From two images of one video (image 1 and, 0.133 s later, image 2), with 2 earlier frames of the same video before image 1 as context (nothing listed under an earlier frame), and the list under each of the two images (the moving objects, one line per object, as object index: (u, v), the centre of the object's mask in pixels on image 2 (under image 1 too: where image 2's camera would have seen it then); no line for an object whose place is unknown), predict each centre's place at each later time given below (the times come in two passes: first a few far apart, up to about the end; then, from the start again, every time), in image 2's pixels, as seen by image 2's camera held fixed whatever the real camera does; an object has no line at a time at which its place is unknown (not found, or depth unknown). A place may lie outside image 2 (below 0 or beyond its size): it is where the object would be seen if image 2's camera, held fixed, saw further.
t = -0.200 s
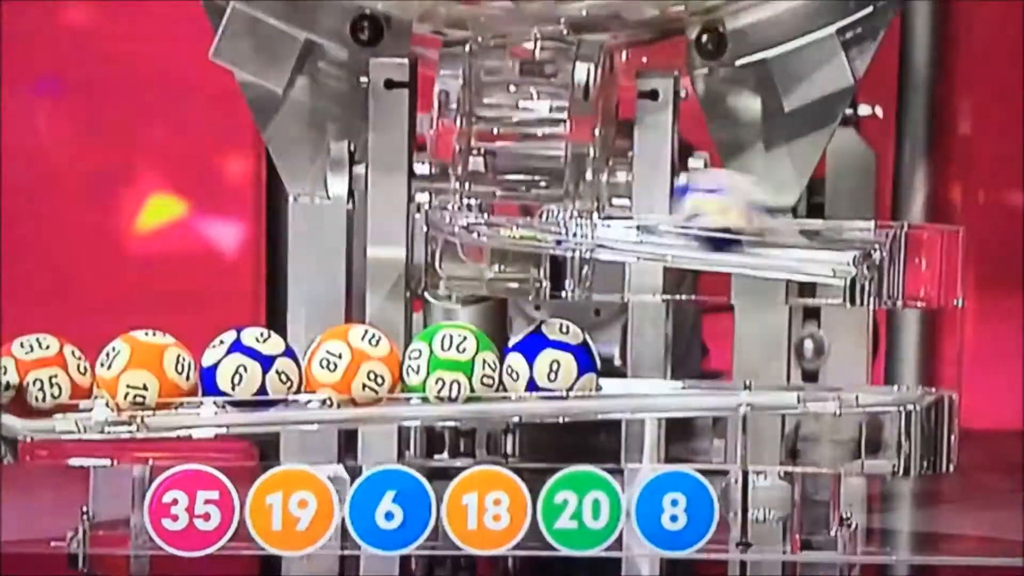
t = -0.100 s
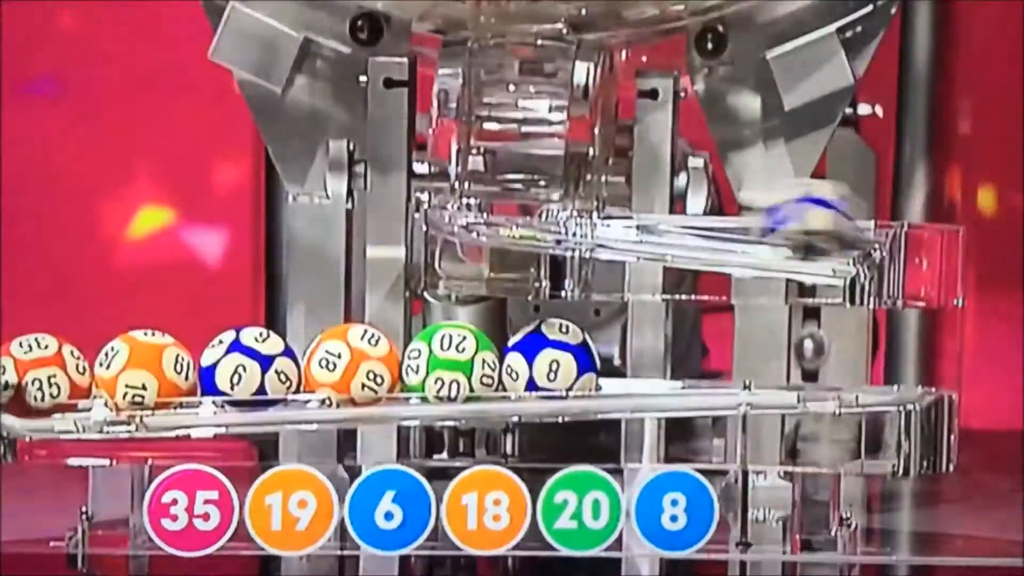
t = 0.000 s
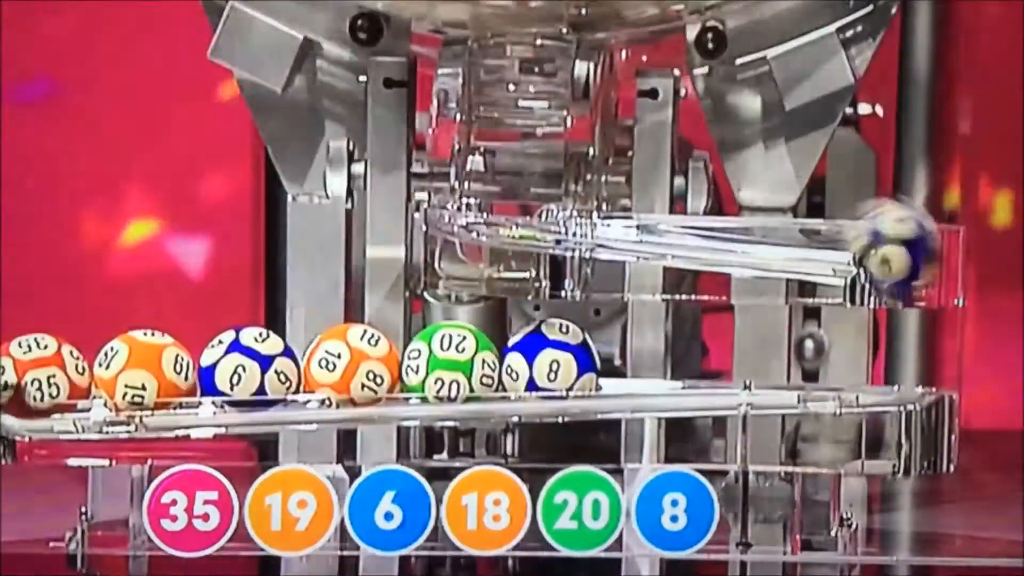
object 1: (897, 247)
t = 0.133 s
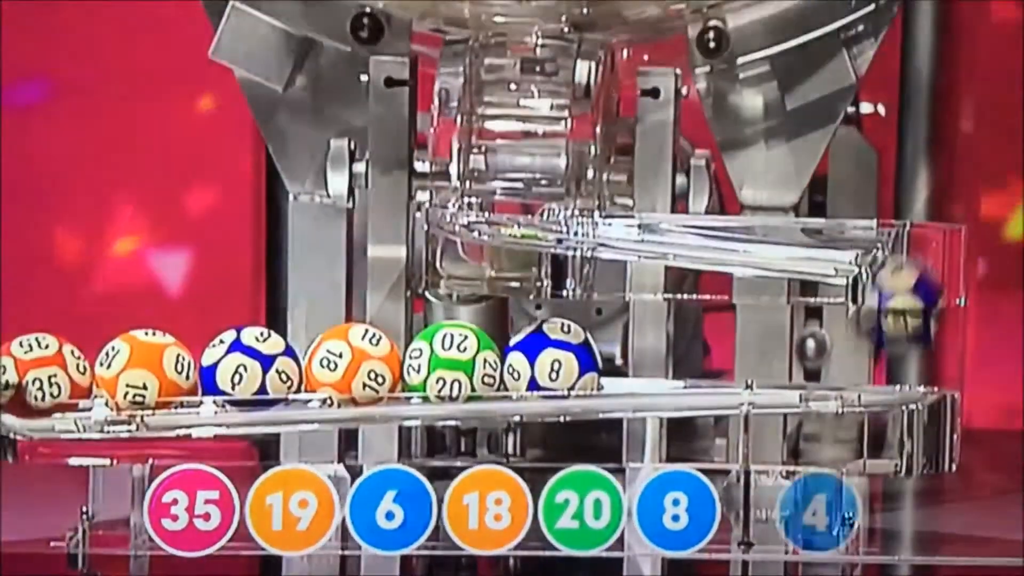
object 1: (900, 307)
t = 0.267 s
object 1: (894, 346)
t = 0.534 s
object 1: (881, 354)
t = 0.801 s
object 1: (840, 354)
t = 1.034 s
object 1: (801, 355)
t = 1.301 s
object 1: (801, 355)
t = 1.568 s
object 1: (800, 355)
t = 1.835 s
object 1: (797, 355)
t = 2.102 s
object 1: (797, 355)
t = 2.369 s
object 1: (797, 355)
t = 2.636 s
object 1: (797, 355)
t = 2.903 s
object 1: (797, 355)
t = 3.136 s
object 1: (797, 355)
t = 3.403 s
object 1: (797, 355)
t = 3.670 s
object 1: (797, 355)
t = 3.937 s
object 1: (798, 355)
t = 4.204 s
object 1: (797, 355)
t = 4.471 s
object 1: (797, 355)
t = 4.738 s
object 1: (797, 355)
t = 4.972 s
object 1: (797, 355)
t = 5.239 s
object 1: (797, 355)
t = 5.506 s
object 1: (797, 355)
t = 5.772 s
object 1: (797, 355)
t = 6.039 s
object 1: (797, 355)
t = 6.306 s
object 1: (797, 355)
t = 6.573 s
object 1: (797, 355)
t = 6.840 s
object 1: (797, 355)
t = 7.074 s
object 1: (797, 355)
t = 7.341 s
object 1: (797, 355)
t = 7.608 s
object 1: (797, 355)
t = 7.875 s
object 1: (797, 355)
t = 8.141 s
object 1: (797, 355)
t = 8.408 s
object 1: (797, 355)
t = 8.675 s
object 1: (797, 355)
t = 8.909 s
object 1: (797, 355)
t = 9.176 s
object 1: (797, 355)
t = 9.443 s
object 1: (797, 355)
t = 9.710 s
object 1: (797, 355)
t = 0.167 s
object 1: (890, 346)
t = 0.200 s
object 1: (886, 347)
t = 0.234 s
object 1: (891, 351)
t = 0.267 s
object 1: (894, 346)
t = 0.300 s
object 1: (895, 344)
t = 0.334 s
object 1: (894, 350)
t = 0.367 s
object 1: (893, 350)
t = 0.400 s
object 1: (893, 351)
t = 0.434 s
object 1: (891, 353)
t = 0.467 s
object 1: (887, 352)
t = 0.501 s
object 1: (885, 354)
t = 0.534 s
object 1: (881, 354)
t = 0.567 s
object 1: (877, 354)
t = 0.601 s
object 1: (874, 354)
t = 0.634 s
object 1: (869, 354)
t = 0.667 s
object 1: (865, 354)
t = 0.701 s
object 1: (859, 355)
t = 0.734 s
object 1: (851, 354)
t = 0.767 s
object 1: (845, 354)
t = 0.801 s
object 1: (840, 354)
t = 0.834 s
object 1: (833, 354)
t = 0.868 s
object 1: (823, 355)
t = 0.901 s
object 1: (815, 355)
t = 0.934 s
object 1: (806, 355)
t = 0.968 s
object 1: (796, 354)
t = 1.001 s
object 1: (799, 354)
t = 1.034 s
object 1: (801, 355)
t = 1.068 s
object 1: (804, 354)
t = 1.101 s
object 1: (805, 354)
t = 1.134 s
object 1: (806, 354)
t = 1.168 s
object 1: (807, 354)
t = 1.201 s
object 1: (806, 354)
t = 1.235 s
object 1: (805, 354)
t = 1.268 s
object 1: (803, 354)
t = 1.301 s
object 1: (801, 355)
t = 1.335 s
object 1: (798, 355)
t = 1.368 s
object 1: (797, 355)
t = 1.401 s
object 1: (798, 355)
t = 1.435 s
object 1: (800, 355)
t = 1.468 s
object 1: (801, 355)
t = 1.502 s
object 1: (801, 355)
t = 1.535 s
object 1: (801, 355)
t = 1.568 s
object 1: (800, 355)
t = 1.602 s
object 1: (799, 355)
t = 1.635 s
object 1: (797, 355)
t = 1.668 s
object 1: (797, 354)
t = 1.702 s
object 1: (798, 355)
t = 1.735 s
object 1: (798, 355)
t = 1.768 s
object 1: (798, 355)
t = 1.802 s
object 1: (798, 355)
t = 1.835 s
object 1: (797, 355)
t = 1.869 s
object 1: (797, 355)
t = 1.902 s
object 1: (797, 355)
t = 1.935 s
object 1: (797, 355)
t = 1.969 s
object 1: (797, 355)
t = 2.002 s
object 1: (797, 355)
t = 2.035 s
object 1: (797, 355)
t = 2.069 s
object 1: (797, 355)
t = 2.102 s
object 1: (797, 355)
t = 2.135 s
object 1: (797, 355)
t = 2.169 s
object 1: (797, 355)
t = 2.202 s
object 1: (797, 355)
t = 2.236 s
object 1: (797, 355)
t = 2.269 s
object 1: (797, 355)
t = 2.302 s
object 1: (797, 355)
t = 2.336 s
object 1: (797, 355)
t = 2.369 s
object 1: (797, 355)
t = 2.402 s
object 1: (797, 355)
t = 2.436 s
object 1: (797, 355)
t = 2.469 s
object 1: (797, 355)
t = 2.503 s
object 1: (797, 355)
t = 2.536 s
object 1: (797, 355)
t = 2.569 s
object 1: (797, 355)
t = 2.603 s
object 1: (797, 355)
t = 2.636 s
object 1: (797, 355)
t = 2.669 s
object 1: (797, 355)
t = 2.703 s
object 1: (797, 355)
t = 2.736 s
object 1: (797, 355)
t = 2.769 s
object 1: (797, 355)
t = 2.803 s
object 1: (797, 355)
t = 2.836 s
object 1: (797, 355)
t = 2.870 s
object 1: (797, 355)
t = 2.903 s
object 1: (797, 355)
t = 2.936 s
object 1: (797, 355)
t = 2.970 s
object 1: (797, 355)
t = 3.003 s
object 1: (797, 355)
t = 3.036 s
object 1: (797, 355)
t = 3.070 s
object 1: (797, 355)
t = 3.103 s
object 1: (797, 355)
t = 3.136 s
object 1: (797, 355)
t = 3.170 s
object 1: (797, 355)
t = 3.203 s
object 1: (797, 355)
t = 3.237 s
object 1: (797, 355)
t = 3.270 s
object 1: (797, 355)
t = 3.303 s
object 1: (797, 355)
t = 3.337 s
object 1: (797, 355)
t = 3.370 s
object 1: (797, 355)
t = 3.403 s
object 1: (797, 355)
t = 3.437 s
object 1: (797, 355)
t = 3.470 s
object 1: (797, 355)
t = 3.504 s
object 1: (797, 355)
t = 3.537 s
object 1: (798, 355)
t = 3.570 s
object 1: (797, 355)
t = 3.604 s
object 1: (797, 355)
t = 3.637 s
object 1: (797, 355)
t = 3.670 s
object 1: (797, 355)
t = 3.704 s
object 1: (797, 355)
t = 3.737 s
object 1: (797, 355)
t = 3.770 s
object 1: (797, 355)
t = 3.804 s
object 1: (797, 355)
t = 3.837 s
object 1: (798, 355)
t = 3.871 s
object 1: (797, 355)
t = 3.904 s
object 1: (797, 355)
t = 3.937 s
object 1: (798, 355)
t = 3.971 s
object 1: (797, 355)
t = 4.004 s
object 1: (797, 355)
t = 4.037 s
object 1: (797, 355)
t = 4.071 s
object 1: (797, 355)
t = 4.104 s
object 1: (797, 355)
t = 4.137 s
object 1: (797, 355)
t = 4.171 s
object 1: (797, 355)
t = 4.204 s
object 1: (797, 355)
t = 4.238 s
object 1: (797, 355)
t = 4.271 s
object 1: (797, 355)
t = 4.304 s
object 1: (797, 355)
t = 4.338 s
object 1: (797, 355)
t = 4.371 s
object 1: (797, 355)
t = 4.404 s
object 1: (797, 355)
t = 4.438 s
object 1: (797, 355)
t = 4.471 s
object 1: (797, 355)
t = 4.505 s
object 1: (797, 355)
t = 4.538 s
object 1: (797, 355)
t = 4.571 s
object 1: (797, 355)
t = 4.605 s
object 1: (798, 355)
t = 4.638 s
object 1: (797, 355)
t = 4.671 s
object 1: (797, 355)
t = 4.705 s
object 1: (797, 355)
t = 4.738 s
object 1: (797, 355)
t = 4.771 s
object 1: (797, 355)
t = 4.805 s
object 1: (797, 355)
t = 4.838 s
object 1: (797, 355)
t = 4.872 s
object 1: (797, 355)
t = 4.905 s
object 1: (797, 355)
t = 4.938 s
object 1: (797, 355)
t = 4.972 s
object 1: (797, 355)
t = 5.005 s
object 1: (797, 355)
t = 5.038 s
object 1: (797, 355)
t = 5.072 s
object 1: (797, 355)
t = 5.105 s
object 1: (797, 355)
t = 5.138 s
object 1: (797, 355)
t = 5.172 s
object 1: (797, 355)
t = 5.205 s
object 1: (797, 355)
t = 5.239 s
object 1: (797, 355)
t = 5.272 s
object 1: (797, 355)
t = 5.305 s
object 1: (797, 355)
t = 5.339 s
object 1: (797, 355)
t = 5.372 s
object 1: (797, 355)
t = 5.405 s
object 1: (797, 355)
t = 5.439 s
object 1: (797, 355)
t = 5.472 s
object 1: (797, 355)
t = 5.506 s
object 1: (797, 355)
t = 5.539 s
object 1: (797, 355)
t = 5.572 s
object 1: (797, 355)
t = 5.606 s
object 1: (798, 355)
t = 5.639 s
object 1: (797, 355)
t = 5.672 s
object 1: (798, 355)
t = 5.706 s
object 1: (797, 355)
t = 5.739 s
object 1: (797, 355)
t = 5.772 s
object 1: (797, 355)
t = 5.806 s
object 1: (797, 355)
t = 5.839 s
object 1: (797, 355)
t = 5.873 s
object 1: (797, 355)
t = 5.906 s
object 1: (797, 355)
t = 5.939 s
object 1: (797, 355)
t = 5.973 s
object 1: (797, 355)
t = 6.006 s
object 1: (797, 355)
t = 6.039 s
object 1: (797, 355)
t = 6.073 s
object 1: (797, 355)
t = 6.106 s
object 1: (797, 355)
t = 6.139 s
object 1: (797, 355)
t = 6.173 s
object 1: (797, 355)
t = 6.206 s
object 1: (797, 355)
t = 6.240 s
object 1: (797, 355)
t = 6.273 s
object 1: (797, 355)
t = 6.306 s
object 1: (797, 355)
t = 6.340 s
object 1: (797, 355)
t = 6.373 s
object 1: (797, 355)
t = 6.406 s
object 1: (797, 355)
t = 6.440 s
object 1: (797, 355)
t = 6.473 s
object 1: (797, 355)
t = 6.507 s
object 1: (798, 355)
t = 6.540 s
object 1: (797, 355)
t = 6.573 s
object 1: (797, 355)
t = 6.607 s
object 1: (797, 355)
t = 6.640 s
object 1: (797, 355)
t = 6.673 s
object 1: (797, 355)
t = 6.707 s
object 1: (797, 355)
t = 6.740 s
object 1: (797, 355)
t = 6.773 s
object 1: (797, 355)
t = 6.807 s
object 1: (797, 355)
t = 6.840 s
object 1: (797, 355)
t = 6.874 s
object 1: (797, 355)
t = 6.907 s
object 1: (797, 355)
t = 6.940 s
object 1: (797, 355)
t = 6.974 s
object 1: (797, 355)
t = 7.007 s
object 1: (797, 355)
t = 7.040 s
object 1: (797, 355)
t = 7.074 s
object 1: (797, 355)
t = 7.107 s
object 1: (797, 355)
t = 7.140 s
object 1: (797, 355)
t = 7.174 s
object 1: (797, 355)
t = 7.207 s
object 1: (797, 355)
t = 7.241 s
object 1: (797, 355)
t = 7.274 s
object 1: (797, 355)
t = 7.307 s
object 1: (797, 355)
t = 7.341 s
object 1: (797, 355)
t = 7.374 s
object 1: (797, 355)
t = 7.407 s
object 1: (797, 355)
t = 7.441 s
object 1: (797, 355)
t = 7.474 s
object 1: (797, 355)
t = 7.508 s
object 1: (797, 355)
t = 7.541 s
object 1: (797, 355)
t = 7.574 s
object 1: (797, 355)
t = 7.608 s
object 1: (797, 355)
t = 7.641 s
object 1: (797, 355)
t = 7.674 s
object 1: (797, 355)
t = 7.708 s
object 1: (797, 355)
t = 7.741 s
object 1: (797, 355)
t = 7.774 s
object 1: (797, 355)
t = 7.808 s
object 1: (797, 355)
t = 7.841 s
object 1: (797, 355)
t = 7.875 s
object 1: (797, 355)
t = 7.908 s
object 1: (797, 355)
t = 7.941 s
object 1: (797, 355)
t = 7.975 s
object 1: (797, 355)
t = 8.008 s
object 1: (797, 355)
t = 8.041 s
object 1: (797, 355)
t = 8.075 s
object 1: (797, 355)
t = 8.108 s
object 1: (797, 355)
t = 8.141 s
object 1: (797, 355)
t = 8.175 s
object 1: (797, 355)
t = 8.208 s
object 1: (797, 355)
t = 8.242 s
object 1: (797, 355)
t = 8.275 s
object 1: (797, 355)
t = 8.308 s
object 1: (797, 355)
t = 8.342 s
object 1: (797, 355)
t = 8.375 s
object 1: (797, 355)
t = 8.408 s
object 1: (797, 355)
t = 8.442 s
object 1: (797, 355)
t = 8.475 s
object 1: (797, 355)
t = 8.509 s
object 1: (797, 355)
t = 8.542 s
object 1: (797, 355)
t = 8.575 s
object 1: (797, 355)
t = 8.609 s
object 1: (797, 355)
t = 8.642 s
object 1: (797, 355)
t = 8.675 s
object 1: (797, 355)
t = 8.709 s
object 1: (797, 354)
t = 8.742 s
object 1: (797, 354)
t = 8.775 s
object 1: (797, 354)
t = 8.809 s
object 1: (797, 355)
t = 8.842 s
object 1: (797, 355)
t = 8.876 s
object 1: (797, 355)
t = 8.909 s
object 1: (797, 355)
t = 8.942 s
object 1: (797, 355)
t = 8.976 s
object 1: (797, 355)
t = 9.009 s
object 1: (797, 354)
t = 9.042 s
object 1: (797, 355)
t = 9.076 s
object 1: (797, 355)
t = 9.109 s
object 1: (797, 355)
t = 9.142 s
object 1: (797, 355)
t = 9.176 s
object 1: (797, 355)
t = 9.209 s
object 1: (797, 355)
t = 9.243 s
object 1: (797, 355)
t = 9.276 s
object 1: (797, 355)
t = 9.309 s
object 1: (797, 355)
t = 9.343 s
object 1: (797, 355)
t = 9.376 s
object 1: (797, 355)
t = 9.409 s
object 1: (797, 355)
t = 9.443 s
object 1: (797, 355)
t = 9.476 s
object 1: (797, 355)
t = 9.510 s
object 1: (797, 355)
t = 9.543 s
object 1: (797, 355)
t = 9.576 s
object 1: (797, 355)
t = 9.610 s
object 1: (797, 355)
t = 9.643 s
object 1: (797, 355)
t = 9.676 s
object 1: (797, 355)
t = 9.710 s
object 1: (797, 355)
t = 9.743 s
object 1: (797, 355)
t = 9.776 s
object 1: (797, 355)
